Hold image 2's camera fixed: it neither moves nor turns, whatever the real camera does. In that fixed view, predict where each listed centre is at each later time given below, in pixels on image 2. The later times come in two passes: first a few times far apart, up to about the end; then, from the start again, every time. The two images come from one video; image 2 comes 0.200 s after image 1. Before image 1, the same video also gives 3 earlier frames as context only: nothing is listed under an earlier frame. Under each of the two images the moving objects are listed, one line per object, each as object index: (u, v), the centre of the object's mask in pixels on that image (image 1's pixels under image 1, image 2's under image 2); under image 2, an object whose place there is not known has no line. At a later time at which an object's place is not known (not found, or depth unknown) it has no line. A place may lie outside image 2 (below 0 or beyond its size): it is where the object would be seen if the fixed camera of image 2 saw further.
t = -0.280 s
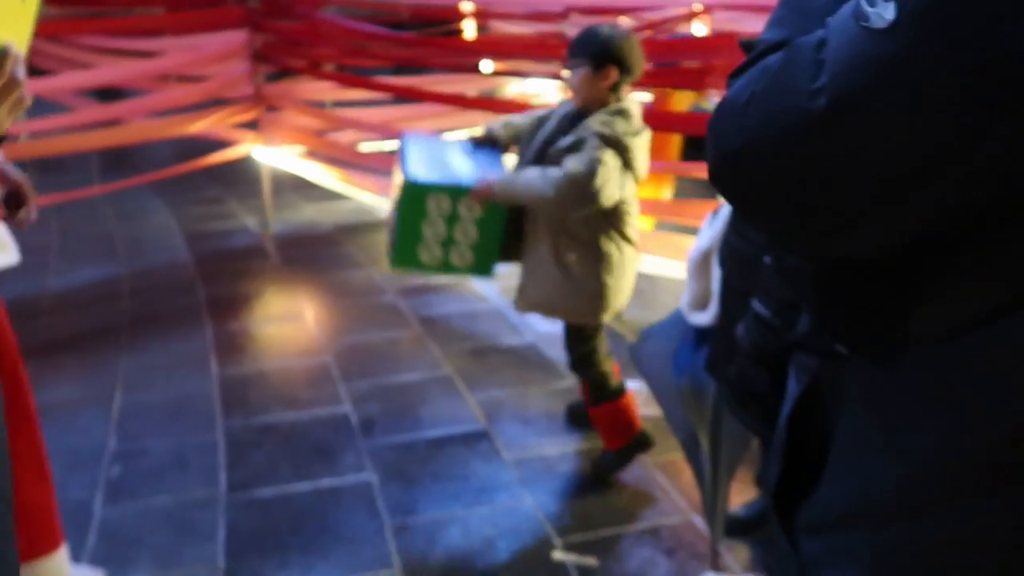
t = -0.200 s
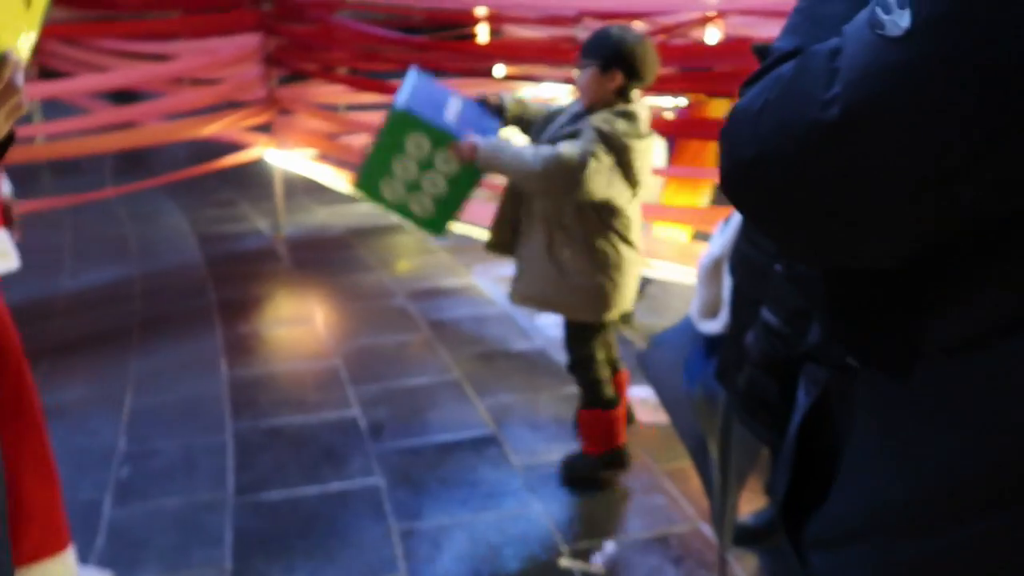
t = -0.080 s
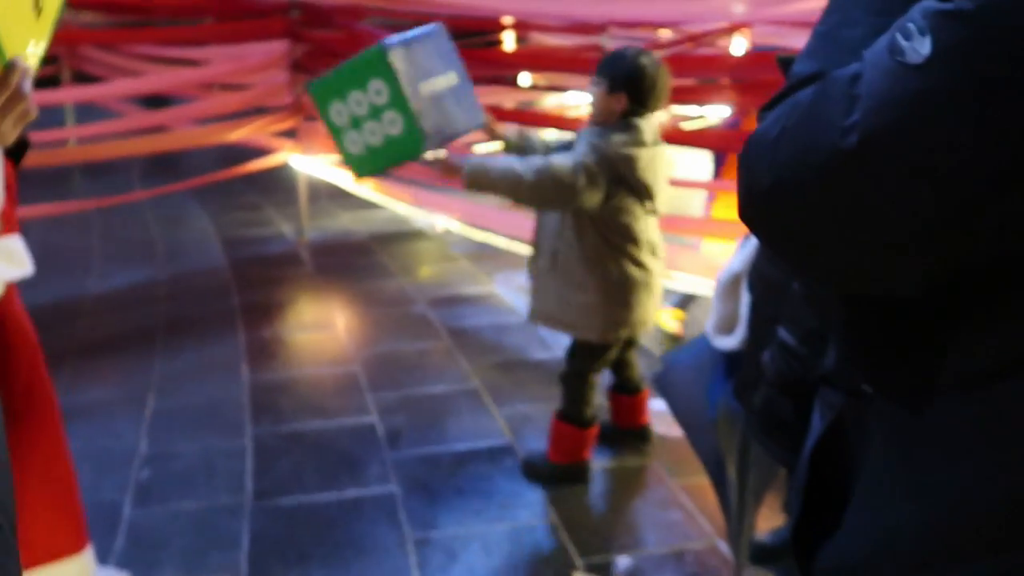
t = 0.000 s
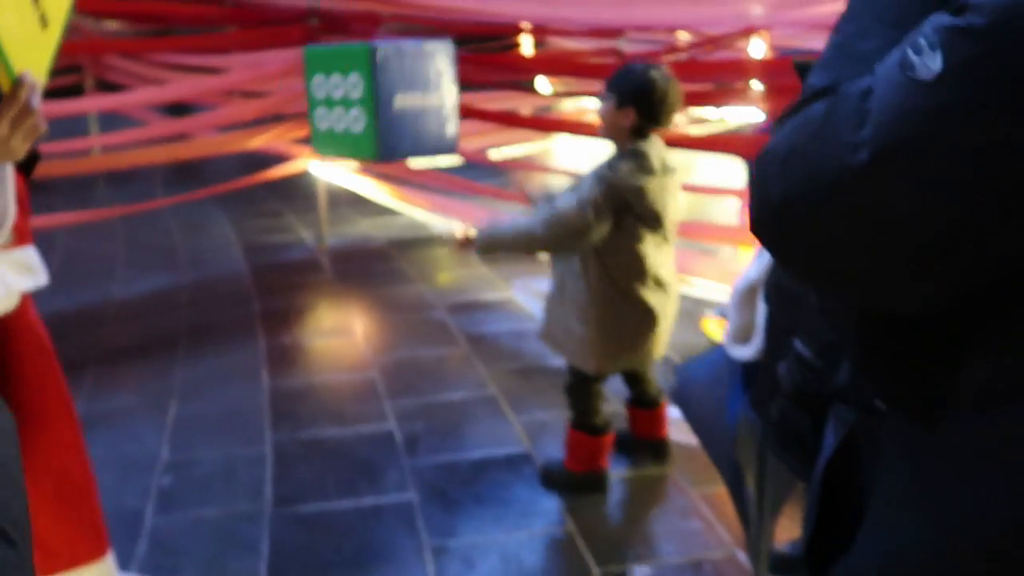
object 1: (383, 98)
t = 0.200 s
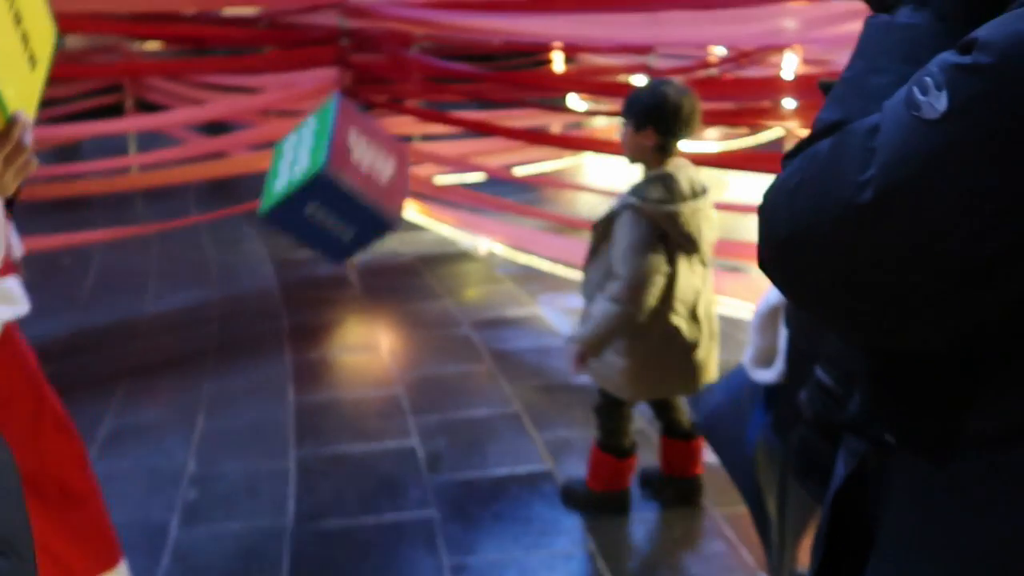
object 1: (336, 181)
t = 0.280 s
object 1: (312, 240)
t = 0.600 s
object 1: (305, 344)
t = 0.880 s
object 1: (311, 309)
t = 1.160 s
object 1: (302, 312)
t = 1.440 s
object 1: (316, 293)
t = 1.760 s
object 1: (322, 291)
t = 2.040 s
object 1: (327, 285)
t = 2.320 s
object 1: (325, 292)
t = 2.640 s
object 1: (326, 292)
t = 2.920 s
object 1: (326, 292)
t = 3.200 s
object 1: (325, 292)
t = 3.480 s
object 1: (325, 292)
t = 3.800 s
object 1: (325, 291)
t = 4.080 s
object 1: (325, 292)
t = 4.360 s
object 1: (325, 292)
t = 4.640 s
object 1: (326, 293)
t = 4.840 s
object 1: (326, 293)
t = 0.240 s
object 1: (323, 208)
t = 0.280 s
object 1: (312, 240)
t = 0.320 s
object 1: (303, 271)
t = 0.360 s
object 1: (296, 307)
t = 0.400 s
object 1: (287, 346)
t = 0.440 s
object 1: (282, 381)
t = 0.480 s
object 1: (288, 370)
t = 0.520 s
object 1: (293, 359)
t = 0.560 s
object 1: (299, 347)
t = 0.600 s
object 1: (305, 344)
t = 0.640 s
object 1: (308, 337)
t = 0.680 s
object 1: (309, 331)
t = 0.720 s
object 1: (312, 329)
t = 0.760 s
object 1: (315, 330)
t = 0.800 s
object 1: (315, 328)
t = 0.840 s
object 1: (312, 318)
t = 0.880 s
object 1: (311, 309)
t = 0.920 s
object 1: (312, 305)
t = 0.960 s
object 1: (311, 309)
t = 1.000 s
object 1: (309, 309)
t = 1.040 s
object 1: (307, 309)
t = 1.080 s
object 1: (304, 311)
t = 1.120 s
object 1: (302, 313)
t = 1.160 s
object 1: (302, 312)
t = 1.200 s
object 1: (303, 311)
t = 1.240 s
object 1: (307, 305)
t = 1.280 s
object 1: (311, 301)
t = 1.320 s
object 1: (313, 297)
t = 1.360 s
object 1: (315, 296)
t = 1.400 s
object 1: (316, 295)
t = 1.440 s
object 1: (316, 293)
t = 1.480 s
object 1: (315, 293)
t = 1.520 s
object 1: (315, 291)
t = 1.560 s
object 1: (316, 290)
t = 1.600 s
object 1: (317, 289)
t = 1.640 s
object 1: (319, 289)
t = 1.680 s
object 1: (321, 289)
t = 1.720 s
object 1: (322, 289)
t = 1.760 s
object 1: (322, 291)
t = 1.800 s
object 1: (323, 293)
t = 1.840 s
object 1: (325, 288)
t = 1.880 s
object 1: (327, 287)
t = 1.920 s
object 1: (328, 286)
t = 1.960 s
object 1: (328, 285)
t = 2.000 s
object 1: (327, 284)
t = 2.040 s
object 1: (327, 285)
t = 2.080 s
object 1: (327, 287)
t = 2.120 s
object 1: (327, 289)
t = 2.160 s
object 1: (326, 291)
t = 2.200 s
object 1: (325, 291)
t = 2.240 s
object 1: (325, 291)
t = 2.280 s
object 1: (325, 292)
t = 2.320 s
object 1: (325, 292)
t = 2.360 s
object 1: (325, 292)
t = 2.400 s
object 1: (326, 292)
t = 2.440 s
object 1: (326, 292)
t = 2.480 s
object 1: (326, 292)
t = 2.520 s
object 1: (326, 292)
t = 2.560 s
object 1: (326, 292)
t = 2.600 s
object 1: (326, 292)
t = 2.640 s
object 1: (326, 292)
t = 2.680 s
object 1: (326, 292)
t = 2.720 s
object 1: (326, 292)
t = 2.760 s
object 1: (326, 292)
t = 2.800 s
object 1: (326, 292)
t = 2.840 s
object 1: (326, 292)
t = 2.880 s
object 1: (326, 292)
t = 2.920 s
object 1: (326, 292)
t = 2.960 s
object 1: (325, 292)
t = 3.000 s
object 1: (325, 292)
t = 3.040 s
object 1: (325, 292)
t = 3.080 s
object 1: (325, 292)
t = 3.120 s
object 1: (325, 292)
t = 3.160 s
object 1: (325, 292)
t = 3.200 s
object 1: (325, 292)
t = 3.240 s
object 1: (325, 291)
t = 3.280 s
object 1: (325, 291)
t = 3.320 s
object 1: (325, 291)
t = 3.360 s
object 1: (325, 291)
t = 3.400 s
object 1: (325, 291)
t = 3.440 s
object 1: (325, 292)
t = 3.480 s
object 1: (325, 292)
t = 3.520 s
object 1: (325, 292)
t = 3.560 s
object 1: (325, 292)
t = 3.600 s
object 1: (325, 291)
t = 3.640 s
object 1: (325, 292)
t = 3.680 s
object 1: (325, 291)
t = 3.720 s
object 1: (325, 291)
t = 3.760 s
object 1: (325, 291)
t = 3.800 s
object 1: (325, 291)
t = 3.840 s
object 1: (325, 291)
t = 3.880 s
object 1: (325, 291)
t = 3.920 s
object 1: (325, 291)
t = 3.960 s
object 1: (325, 291)
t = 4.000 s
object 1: (324, 291)
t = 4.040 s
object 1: (325, 292)
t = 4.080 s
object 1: (325, 292)
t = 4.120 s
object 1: (324, 292)
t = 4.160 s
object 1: (325, 292)
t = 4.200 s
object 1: (325, 292)
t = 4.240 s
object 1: (324, 292)
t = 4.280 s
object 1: (325, 292)
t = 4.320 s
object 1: (324, 292)
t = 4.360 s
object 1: (325, 292)
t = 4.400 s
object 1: (325, 293)
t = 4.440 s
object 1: (325, 292)
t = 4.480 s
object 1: (326, 292)
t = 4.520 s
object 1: (325, 292)
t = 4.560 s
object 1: (326, 293)
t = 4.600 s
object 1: (326, 293)
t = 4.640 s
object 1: (326, 293)
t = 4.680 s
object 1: (326, 293)
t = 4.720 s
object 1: (326, 293)
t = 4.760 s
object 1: (326, 293)
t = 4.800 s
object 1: (326, 293)
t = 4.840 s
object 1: (326, 293)
